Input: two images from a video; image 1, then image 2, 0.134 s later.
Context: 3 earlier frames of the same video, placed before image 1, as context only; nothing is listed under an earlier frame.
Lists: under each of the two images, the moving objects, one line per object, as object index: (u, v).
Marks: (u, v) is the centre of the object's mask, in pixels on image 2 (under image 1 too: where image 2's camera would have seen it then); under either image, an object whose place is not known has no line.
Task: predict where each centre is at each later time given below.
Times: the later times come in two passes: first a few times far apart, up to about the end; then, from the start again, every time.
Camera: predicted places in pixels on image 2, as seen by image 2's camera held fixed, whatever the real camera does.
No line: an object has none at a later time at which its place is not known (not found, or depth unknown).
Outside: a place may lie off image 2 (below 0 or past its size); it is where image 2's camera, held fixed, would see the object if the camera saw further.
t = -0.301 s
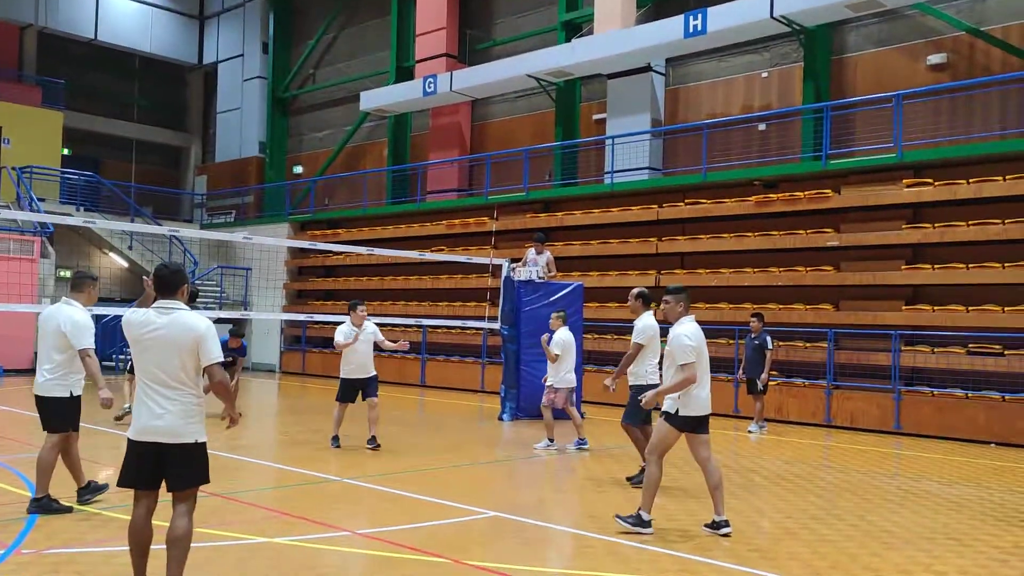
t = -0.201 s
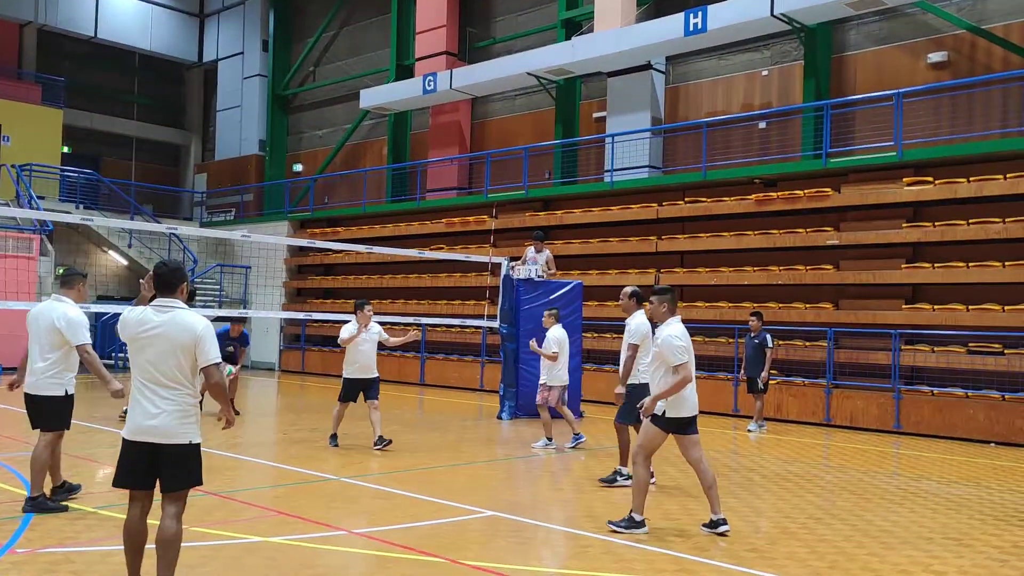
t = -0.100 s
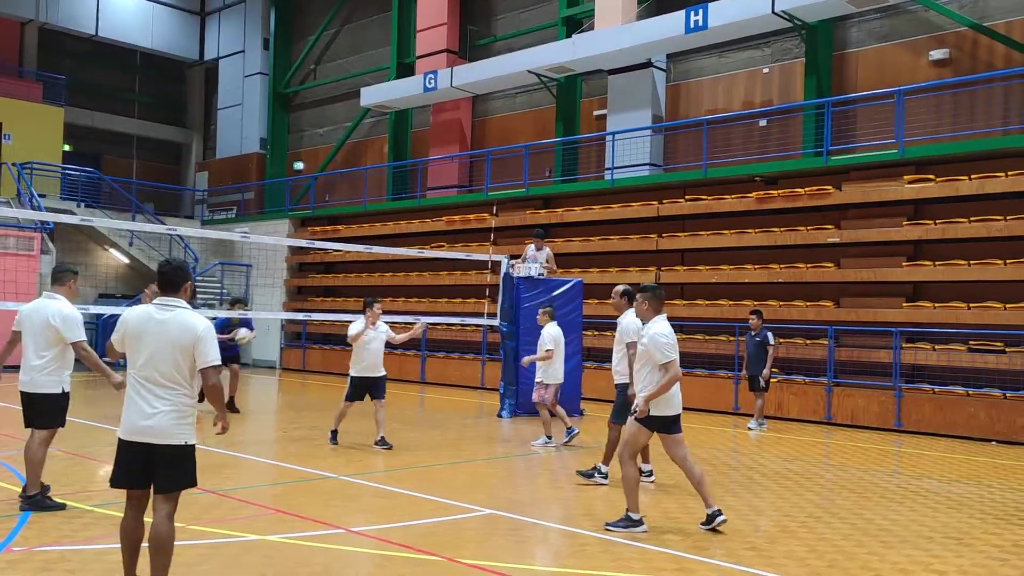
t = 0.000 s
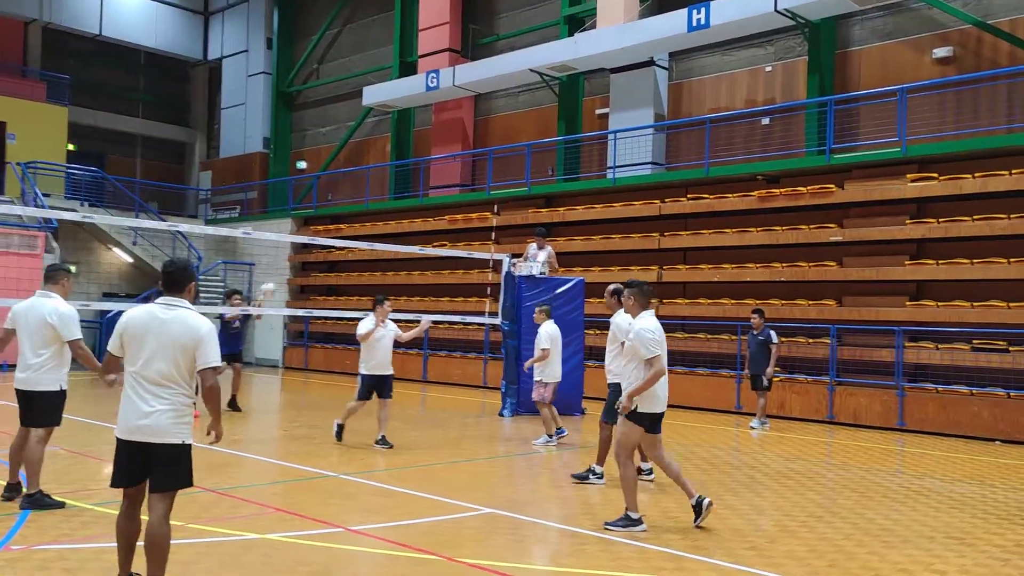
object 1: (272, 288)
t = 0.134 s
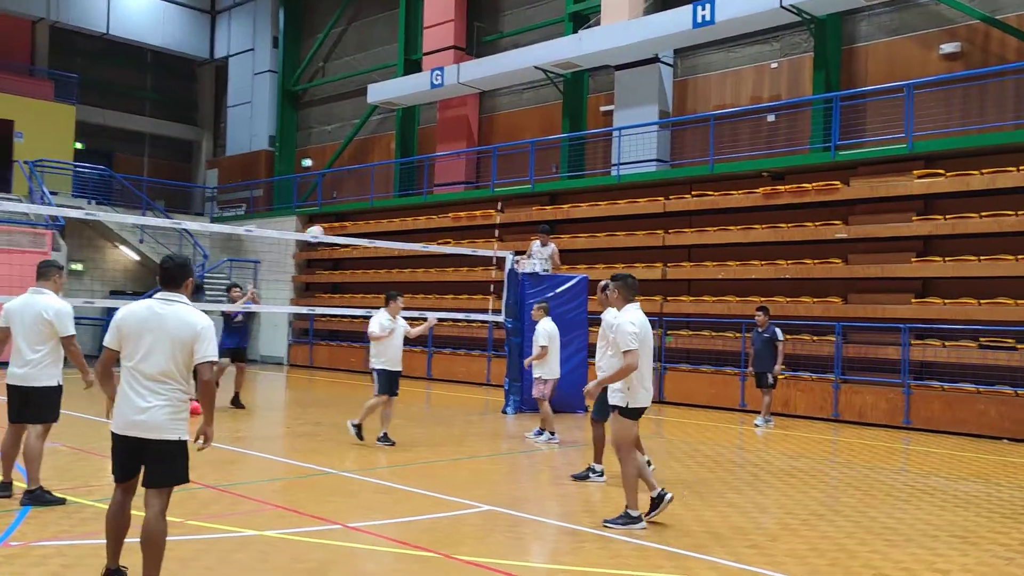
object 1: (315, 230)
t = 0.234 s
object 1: (346, 200)
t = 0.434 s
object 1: (412, 150)
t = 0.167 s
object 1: (324, 222)
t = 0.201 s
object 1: (336, 211)
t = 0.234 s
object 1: (346, 200)
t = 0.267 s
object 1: (357, 190)
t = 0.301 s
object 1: (368, 180)
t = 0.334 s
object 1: (379, 172)
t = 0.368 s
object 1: (390, 164)
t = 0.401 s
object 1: (401, 157)
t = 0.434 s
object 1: (412, 150)
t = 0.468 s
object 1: (423, 144)
